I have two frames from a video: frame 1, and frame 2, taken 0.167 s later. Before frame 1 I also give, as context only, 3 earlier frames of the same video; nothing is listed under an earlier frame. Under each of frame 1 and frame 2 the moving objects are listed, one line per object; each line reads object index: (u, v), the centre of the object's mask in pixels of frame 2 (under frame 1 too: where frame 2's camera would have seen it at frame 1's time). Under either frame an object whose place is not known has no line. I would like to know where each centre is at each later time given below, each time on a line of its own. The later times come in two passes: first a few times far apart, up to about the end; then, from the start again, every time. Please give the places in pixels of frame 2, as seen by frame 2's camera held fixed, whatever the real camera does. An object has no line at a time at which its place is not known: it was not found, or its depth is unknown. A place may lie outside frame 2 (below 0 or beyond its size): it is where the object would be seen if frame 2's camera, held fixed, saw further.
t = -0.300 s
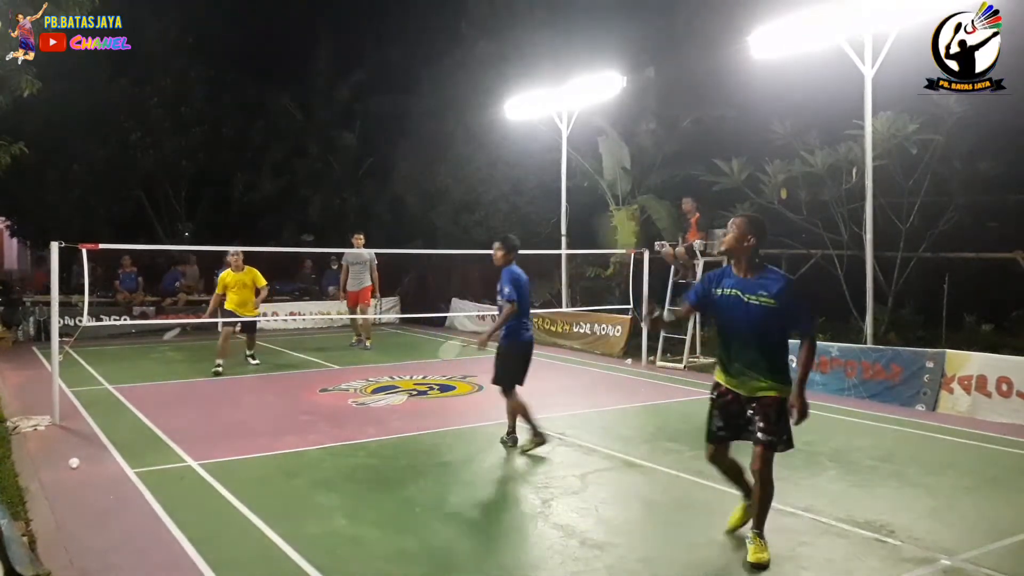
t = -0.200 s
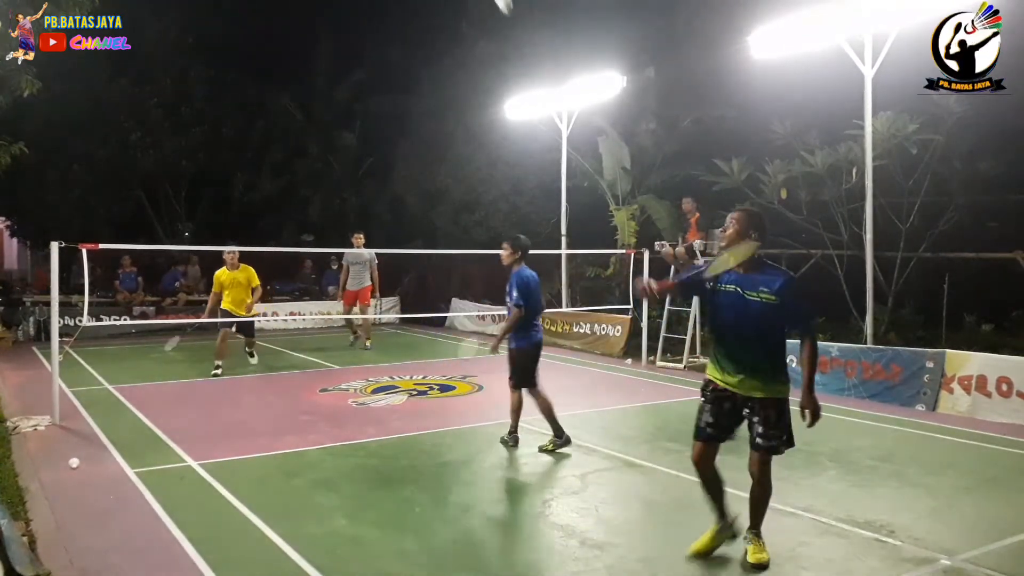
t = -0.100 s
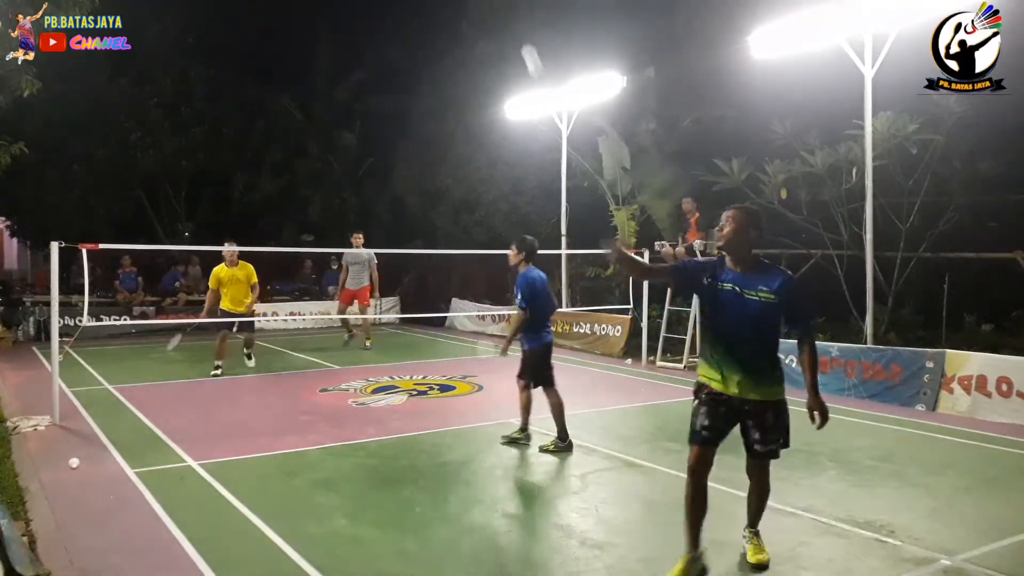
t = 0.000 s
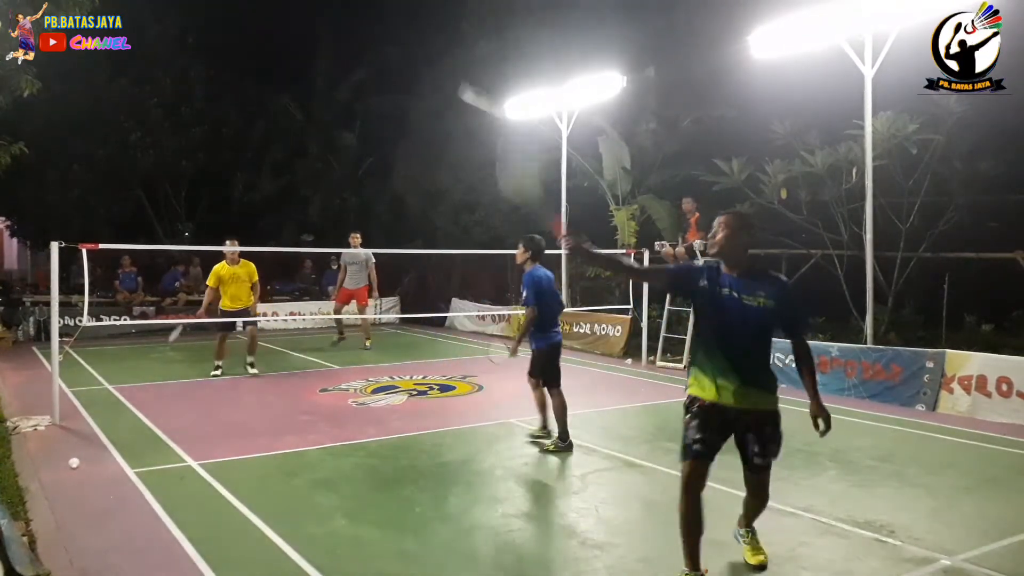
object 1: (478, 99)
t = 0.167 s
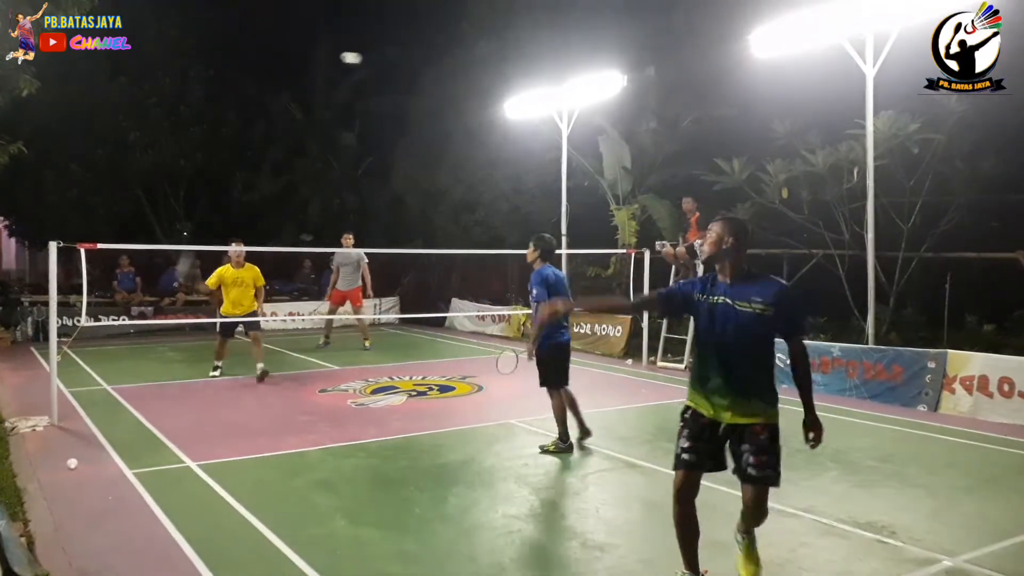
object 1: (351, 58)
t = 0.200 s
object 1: (337, 57)
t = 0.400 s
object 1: (284, 85)
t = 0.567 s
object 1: (262, 128)
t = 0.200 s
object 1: (337, 57)
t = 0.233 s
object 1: (325, 59)
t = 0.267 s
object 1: (314, 62)
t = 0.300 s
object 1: (305, 67)
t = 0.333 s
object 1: (298, 72)
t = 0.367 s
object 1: (290, 78)
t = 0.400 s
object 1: (284, 85)
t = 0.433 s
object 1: (279, 93)
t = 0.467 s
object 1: (274, 101)
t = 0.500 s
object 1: (270, 109)
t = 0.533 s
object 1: (265, 119)
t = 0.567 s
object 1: (262, 128)
